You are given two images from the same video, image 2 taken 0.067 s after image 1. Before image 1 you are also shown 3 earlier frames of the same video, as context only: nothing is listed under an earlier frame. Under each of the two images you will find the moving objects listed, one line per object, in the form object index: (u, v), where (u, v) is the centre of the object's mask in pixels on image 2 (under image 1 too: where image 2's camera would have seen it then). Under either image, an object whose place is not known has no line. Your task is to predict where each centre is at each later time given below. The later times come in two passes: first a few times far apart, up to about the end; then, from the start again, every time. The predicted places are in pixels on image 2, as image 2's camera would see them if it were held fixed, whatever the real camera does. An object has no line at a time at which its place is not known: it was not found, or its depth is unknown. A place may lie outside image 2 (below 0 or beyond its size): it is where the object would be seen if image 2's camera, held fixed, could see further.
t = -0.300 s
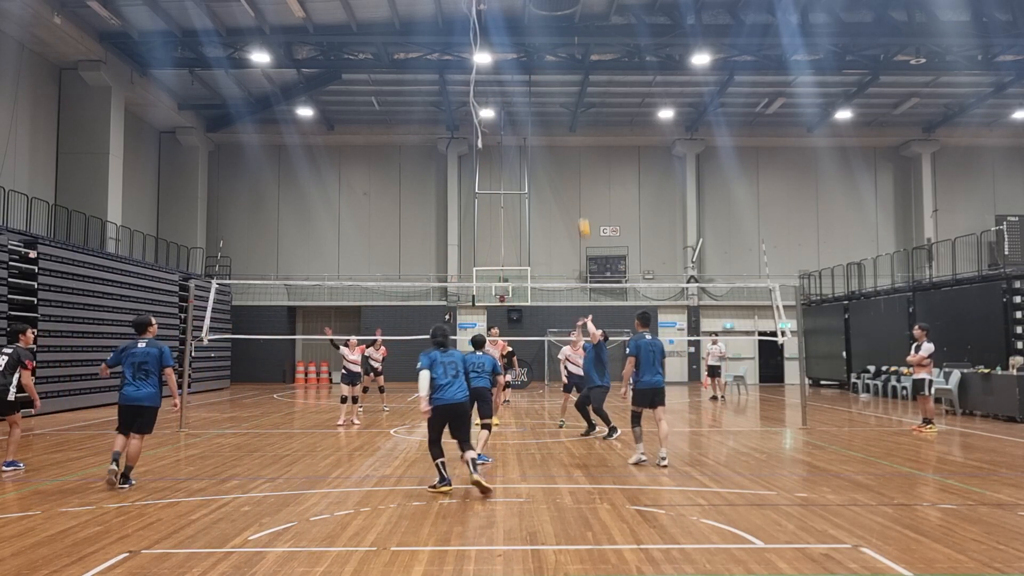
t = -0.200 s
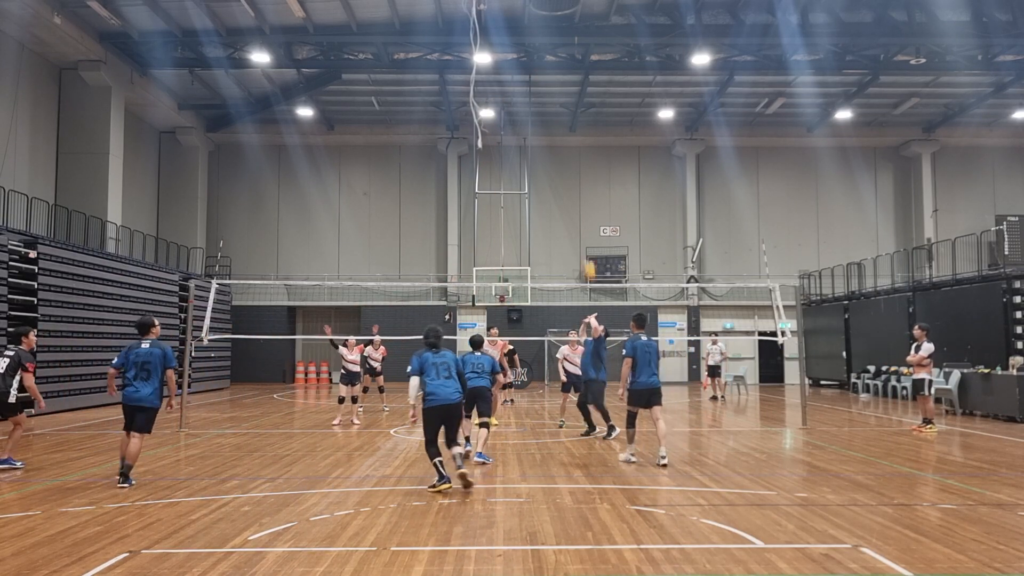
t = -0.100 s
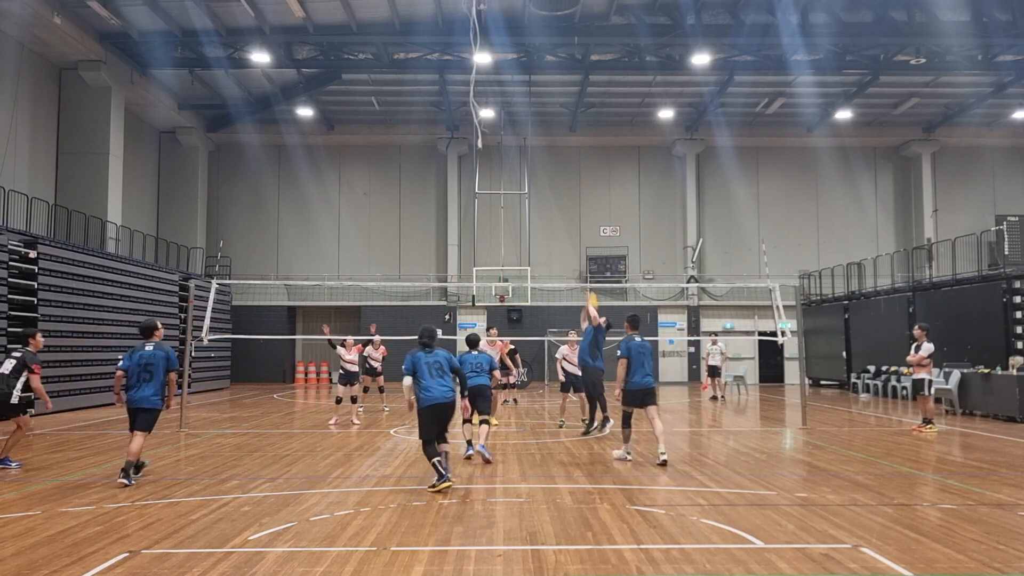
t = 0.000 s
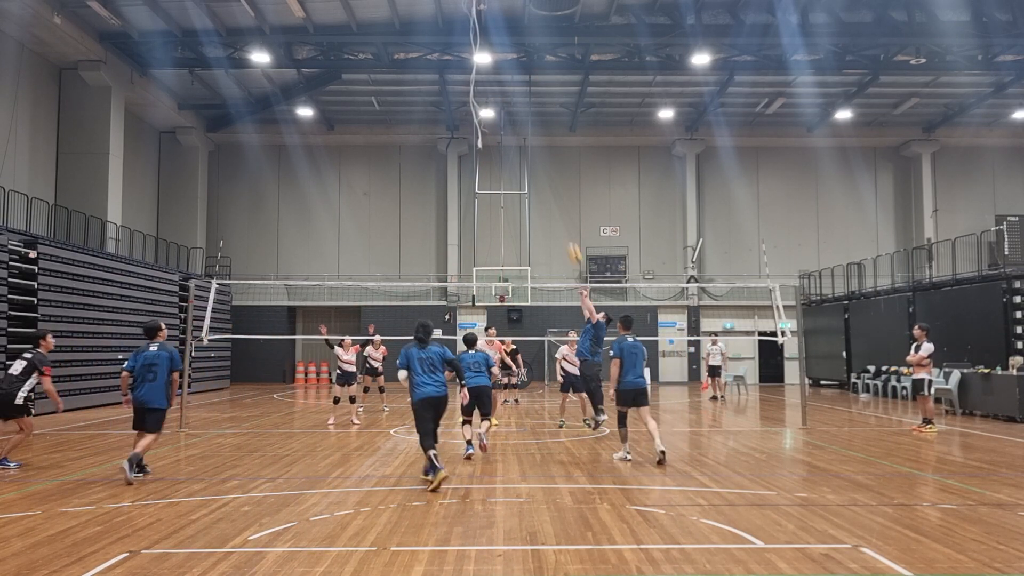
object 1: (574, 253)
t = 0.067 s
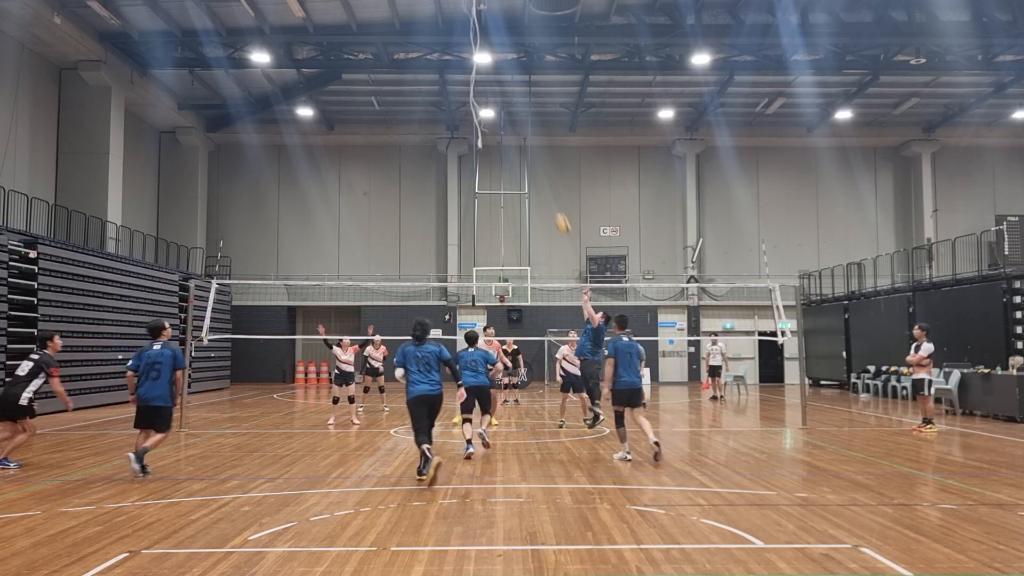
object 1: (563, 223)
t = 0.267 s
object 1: (529, 152)
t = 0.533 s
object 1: (487, 97)
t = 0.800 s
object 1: (448, 86)
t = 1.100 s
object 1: (405, 123)
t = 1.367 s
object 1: (366, 199)
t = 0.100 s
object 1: (556, 209)
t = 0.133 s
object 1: (551, 196)
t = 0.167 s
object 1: (545, 184)
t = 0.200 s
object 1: (539, 173)
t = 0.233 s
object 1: (534, 162)
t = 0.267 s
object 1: (529, 152)
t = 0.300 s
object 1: (524, 143)
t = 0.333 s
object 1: (519, 134)
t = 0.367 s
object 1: (513, 126)
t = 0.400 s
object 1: (508, 119)
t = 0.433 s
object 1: (504, 112)
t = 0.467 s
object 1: (497, 107)
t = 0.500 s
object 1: (493, 102)
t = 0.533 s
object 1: (487, 97)
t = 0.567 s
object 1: (482, 94)
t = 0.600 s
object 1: (478, 90)
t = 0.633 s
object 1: (472, 86)
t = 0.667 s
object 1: (467, 86)
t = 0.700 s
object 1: (463, 85)
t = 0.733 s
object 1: (458, 85)
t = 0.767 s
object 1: (453, 85)
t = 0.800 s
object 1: (448, 86)
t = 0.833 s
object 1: (443, 88)
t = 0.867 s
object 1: (438, 90)
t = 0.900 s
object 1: (433, 92)
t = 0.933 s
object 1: (429, 96)
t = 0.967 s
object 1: (423, 100)
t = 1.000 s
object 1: (418, 105)
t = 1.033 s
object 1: (414, 111)
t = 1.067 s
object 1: (409, 117)
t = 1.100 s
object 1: (405, 123)
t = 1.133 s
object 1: (400, 131)
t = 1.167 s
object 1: (394, 139)
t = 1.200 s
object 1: (390, 148)
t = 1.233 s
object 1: (385, 157)
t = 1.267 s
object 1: (380, 166)
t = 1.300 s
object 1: (375, 177)
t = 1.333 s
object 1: (371, 188)
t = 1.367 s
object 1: (366, 199)
